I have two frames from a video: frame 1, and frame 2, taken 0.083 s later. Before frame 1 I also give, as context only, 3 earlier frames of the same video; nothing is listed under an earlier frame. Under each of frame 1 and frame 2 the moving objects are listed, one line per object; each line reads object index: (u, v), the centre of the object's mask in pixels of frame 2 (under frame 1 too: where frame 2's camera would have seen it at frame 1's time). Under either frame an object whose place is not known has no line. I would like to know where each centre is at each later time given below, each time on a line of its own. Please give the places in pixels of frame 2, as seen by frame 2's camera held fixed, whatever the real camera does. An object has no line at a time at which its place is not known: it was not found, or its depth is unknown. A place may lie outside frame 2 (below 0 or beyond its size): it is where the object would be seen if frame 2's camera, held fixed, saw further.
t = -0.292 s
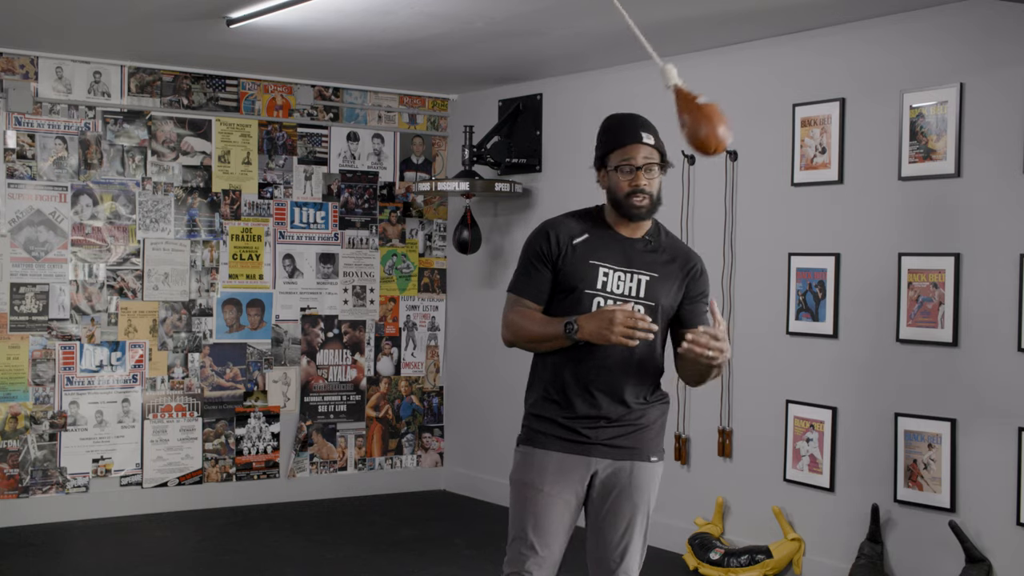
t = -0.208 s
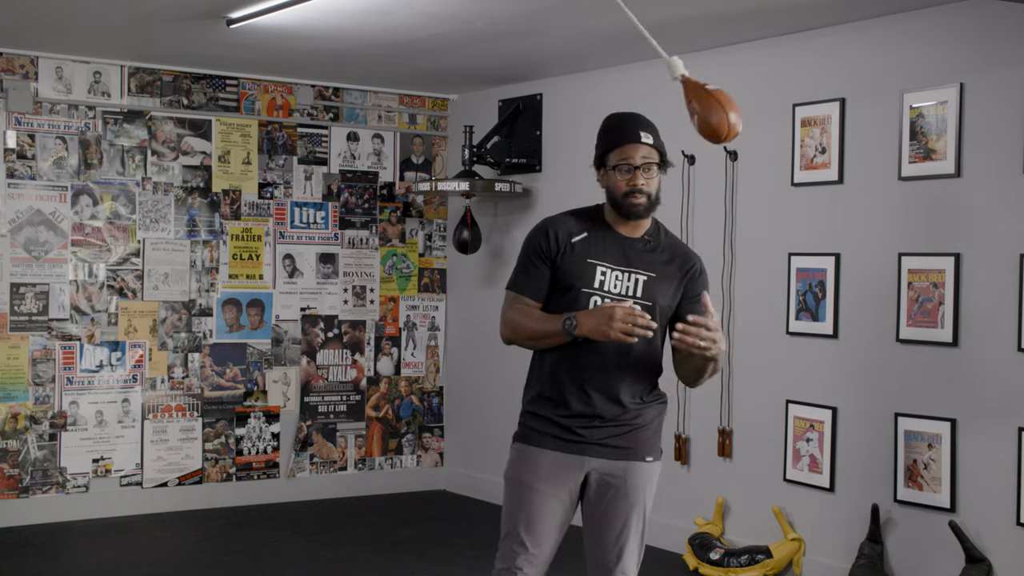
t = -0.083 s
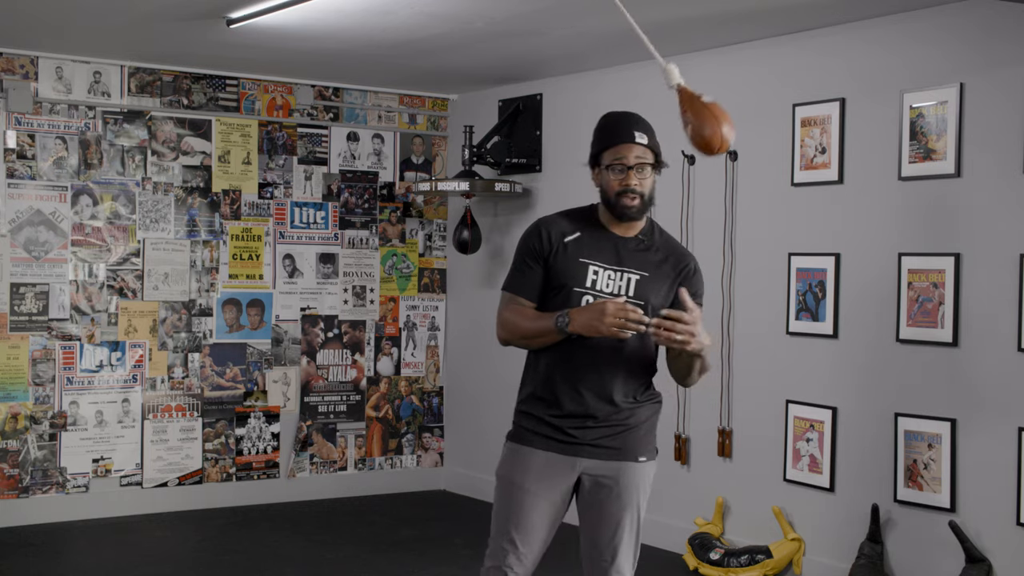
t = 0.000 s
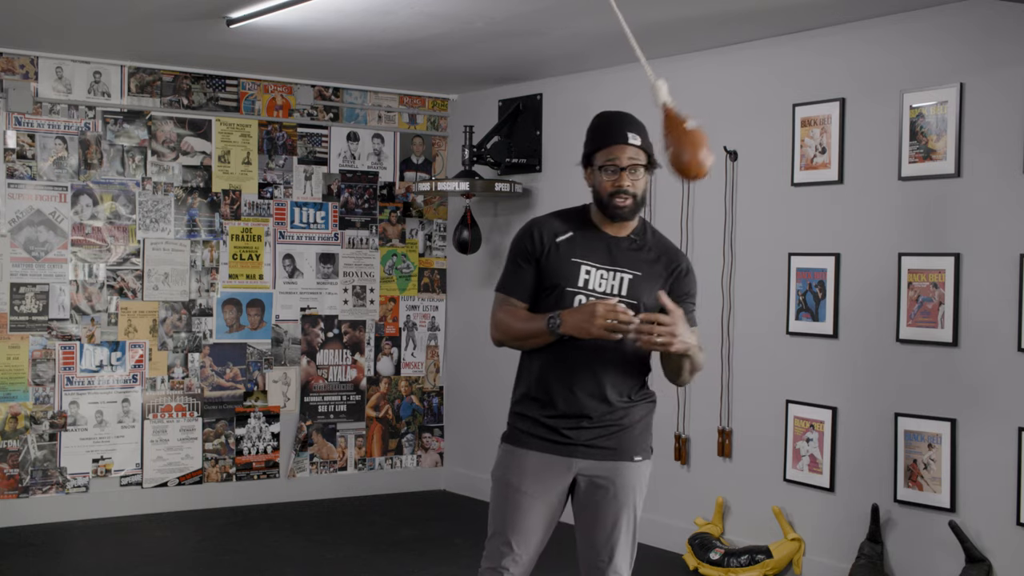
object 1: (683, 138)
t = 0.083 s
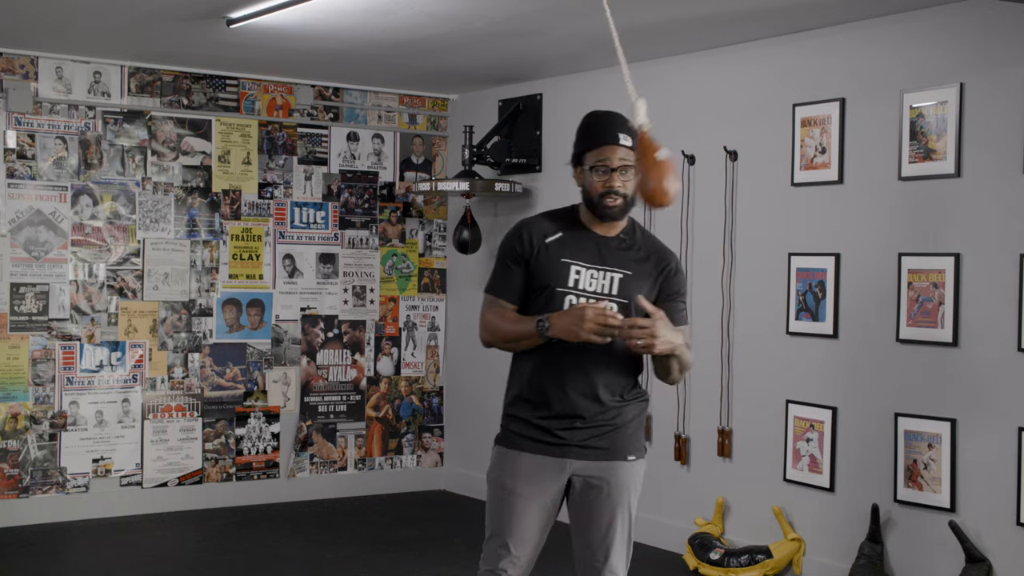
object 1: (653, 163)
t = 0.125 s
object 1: (633, 172)
